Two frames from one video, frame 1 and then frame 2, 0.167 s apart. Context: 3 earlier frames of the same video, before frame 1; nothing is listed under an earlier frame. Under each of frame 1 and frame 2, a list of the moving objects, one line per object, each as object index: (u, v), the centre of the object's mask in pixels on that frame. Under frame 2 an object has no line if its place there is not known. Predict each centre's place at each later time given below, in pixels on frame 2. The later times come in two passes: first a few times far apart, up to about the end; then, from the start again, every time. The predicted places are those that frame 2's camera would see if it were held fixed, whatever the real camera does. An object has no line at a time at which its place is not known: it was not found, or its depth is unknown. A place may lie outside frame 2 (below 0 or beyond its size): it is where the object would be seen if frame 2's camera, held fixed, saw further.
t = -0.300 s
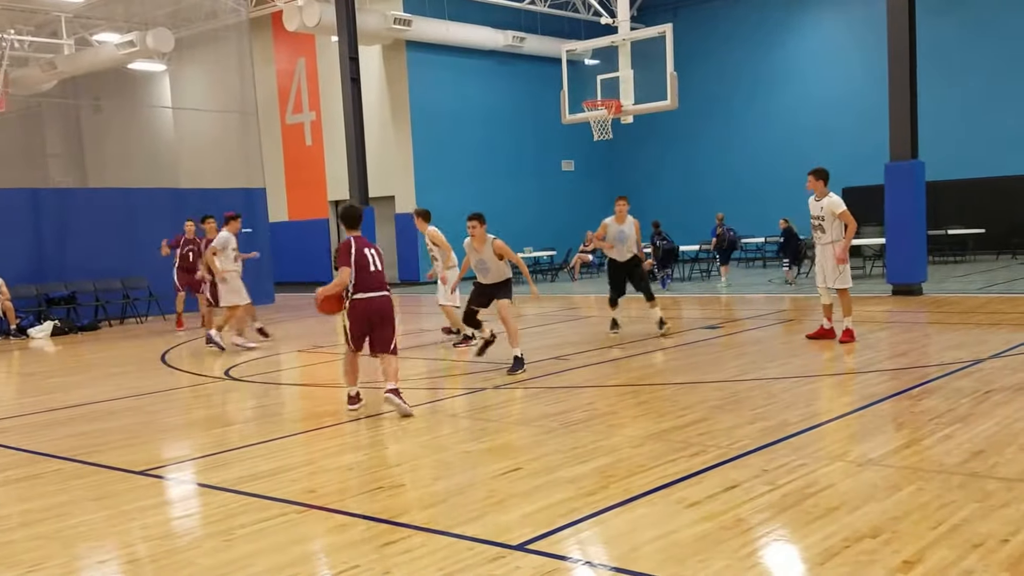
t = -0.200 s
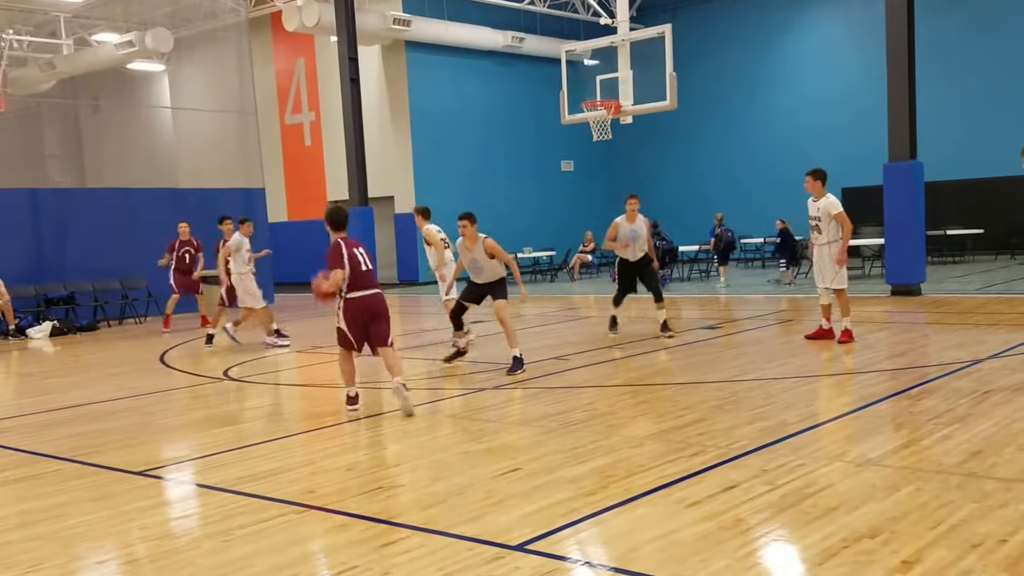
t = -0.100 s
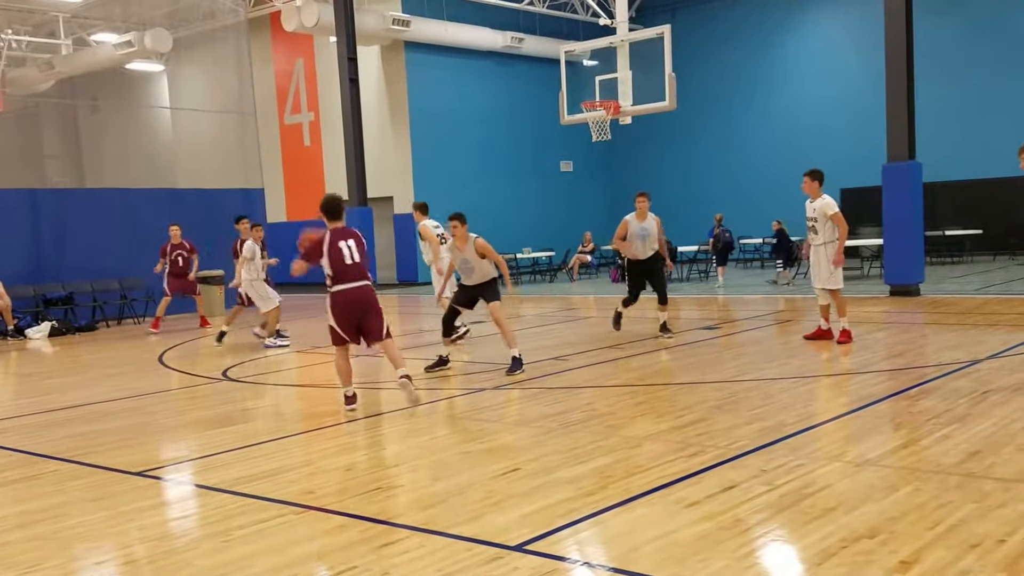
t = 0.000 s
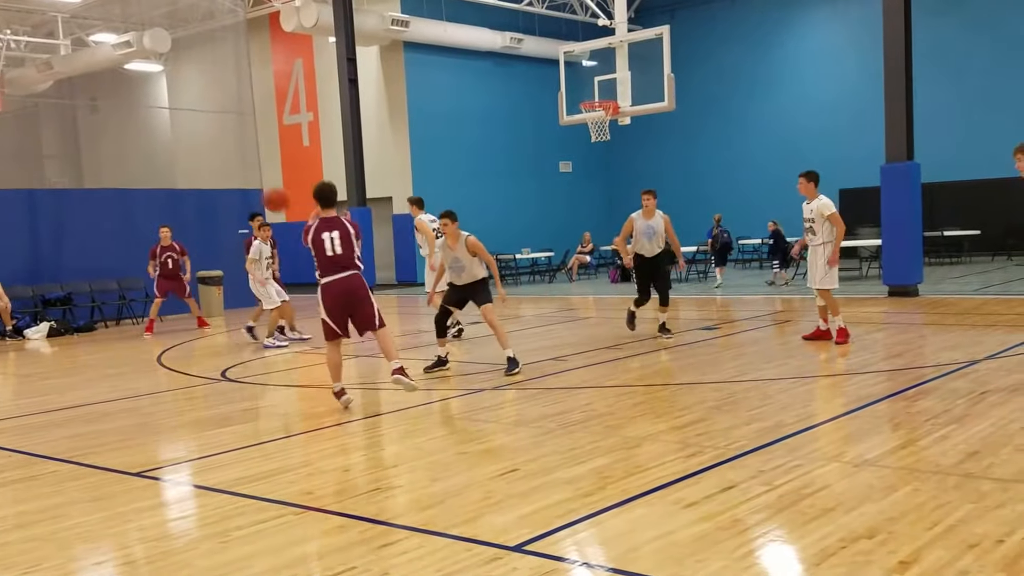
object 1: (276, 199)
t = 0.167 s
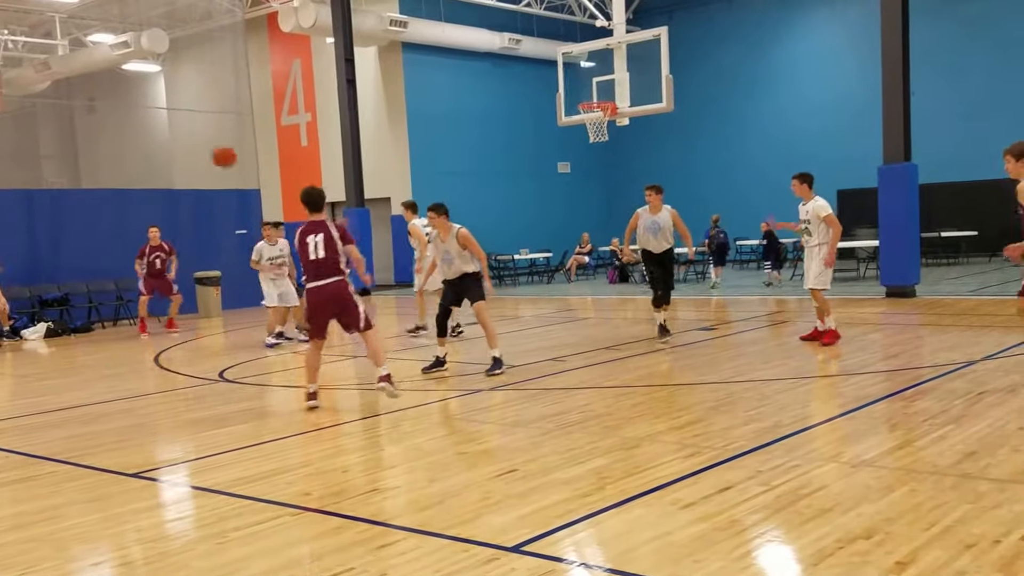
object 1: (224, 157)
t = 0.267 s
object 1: (199, 146)
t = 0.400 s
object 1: (172, 147)
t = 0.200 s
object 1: (215, 152)
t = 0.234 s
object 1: (207, 148)
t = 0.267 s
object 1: (199, 146)
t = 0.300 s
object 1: (191, 145)
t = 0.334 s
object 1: (184, 145)
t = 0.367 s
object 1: (178, 145)
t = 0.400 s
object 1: (172, 147)
